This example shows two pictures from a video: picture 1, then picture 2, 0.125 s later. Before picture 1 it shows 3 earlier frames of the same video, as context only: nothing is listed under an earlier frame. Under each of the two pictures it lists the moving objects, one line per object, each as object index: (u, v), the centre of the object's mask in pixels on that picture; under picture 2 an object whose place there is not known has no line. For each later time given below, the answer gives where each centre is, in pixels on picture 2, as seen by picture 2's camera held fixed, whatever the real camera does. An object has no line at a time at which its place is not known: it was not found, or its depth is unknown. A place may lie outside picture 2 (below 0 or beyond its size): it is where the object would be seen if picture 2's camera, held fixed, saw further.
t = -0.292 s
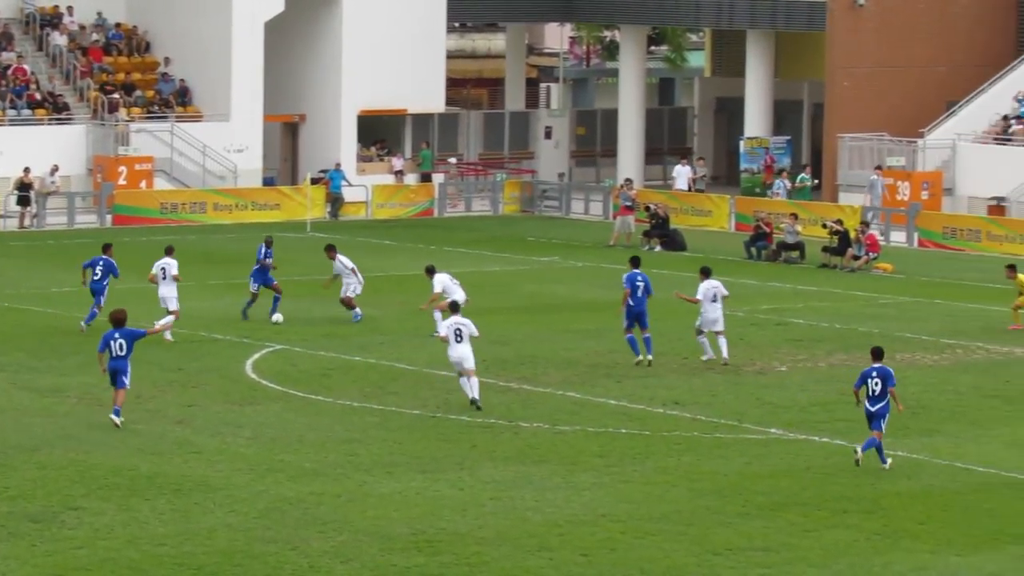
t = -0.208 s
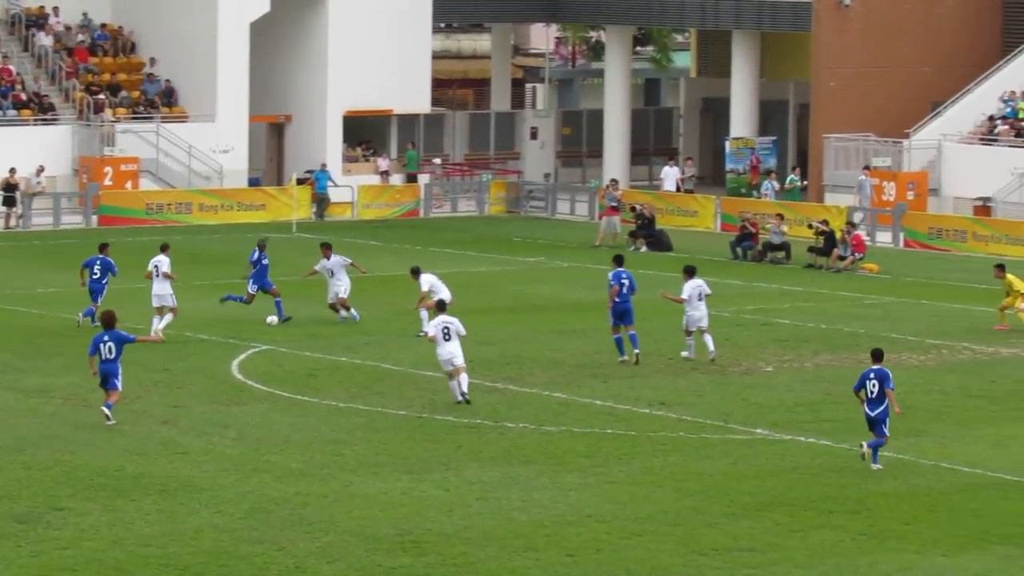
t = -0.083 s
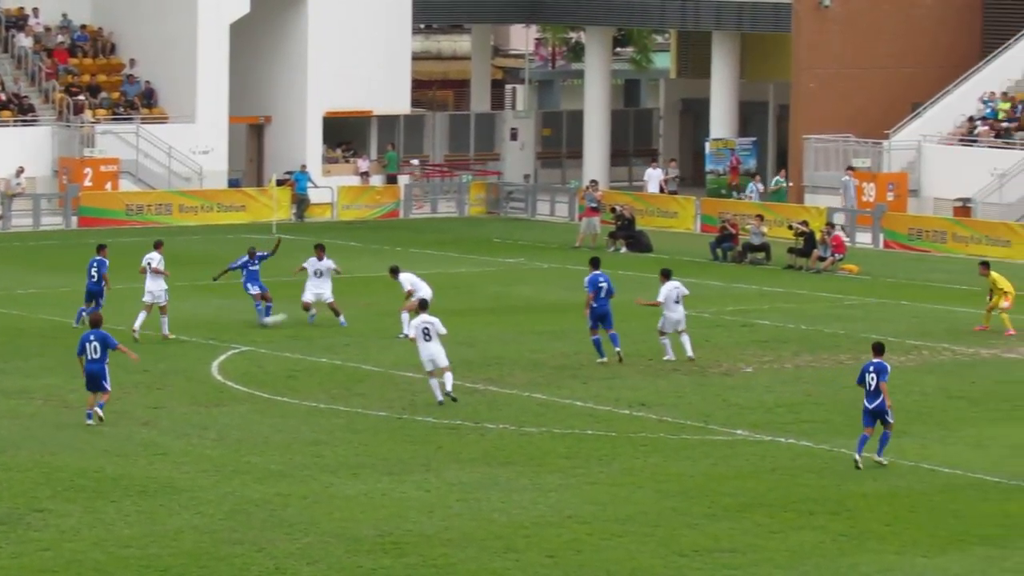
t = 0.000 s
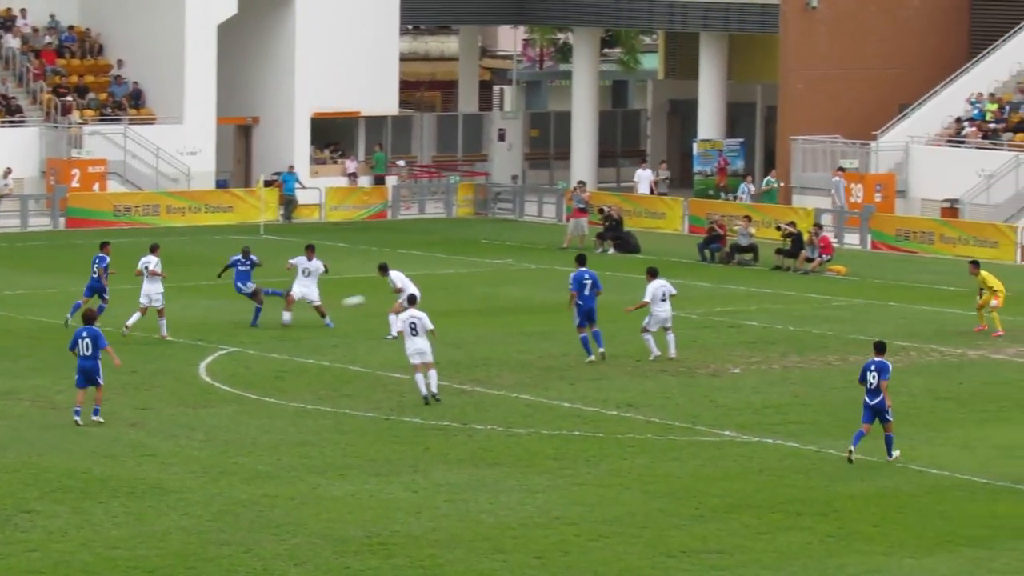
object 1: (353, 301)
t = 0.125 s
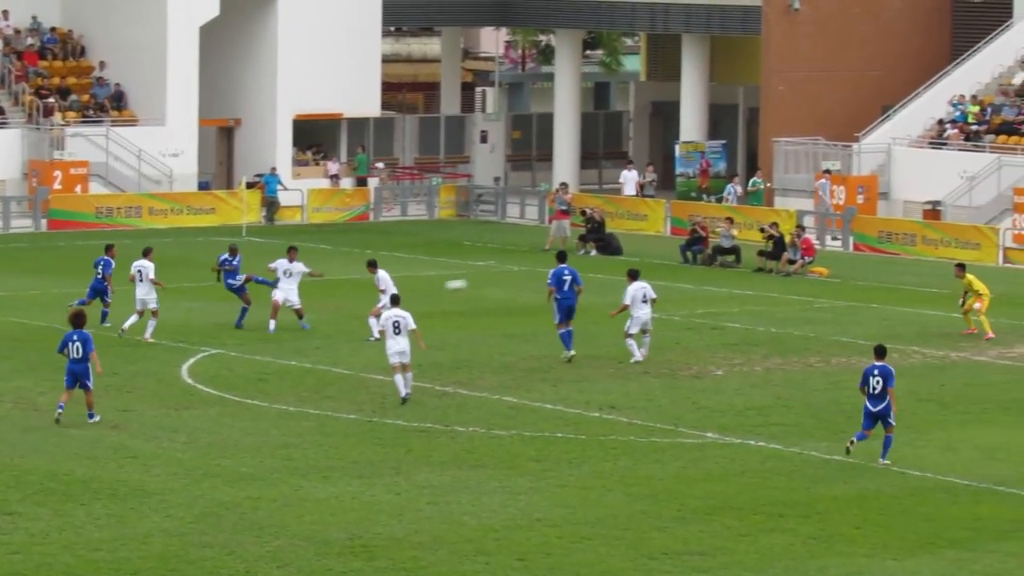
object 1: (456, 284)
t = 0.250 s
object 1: (579, 274)
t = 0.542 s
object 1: (840, 283)
